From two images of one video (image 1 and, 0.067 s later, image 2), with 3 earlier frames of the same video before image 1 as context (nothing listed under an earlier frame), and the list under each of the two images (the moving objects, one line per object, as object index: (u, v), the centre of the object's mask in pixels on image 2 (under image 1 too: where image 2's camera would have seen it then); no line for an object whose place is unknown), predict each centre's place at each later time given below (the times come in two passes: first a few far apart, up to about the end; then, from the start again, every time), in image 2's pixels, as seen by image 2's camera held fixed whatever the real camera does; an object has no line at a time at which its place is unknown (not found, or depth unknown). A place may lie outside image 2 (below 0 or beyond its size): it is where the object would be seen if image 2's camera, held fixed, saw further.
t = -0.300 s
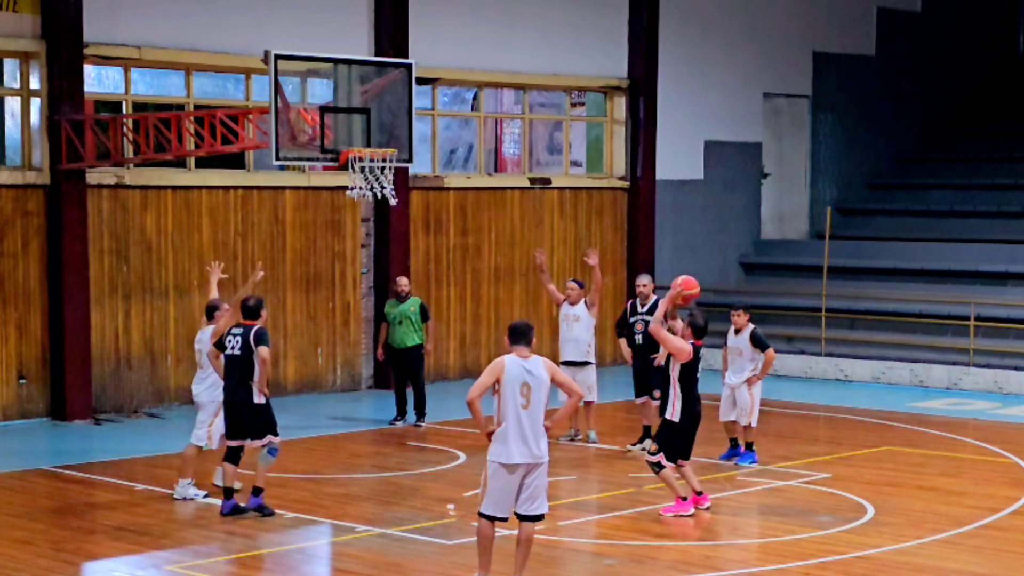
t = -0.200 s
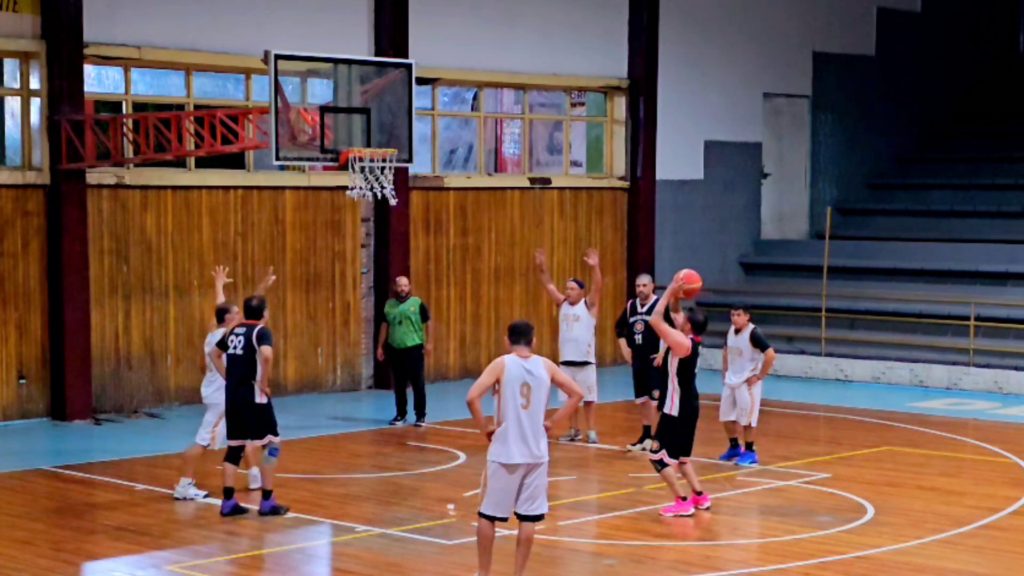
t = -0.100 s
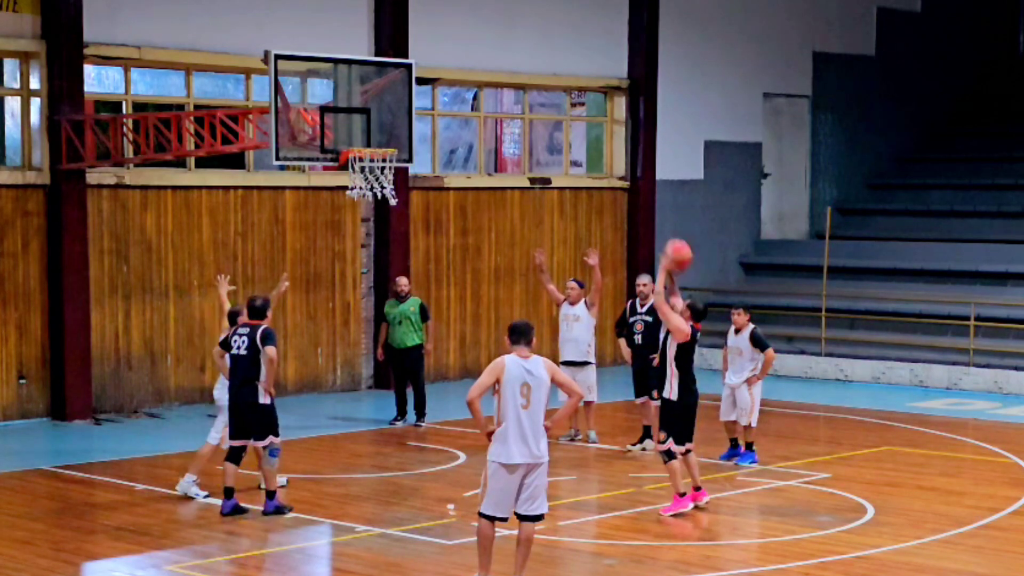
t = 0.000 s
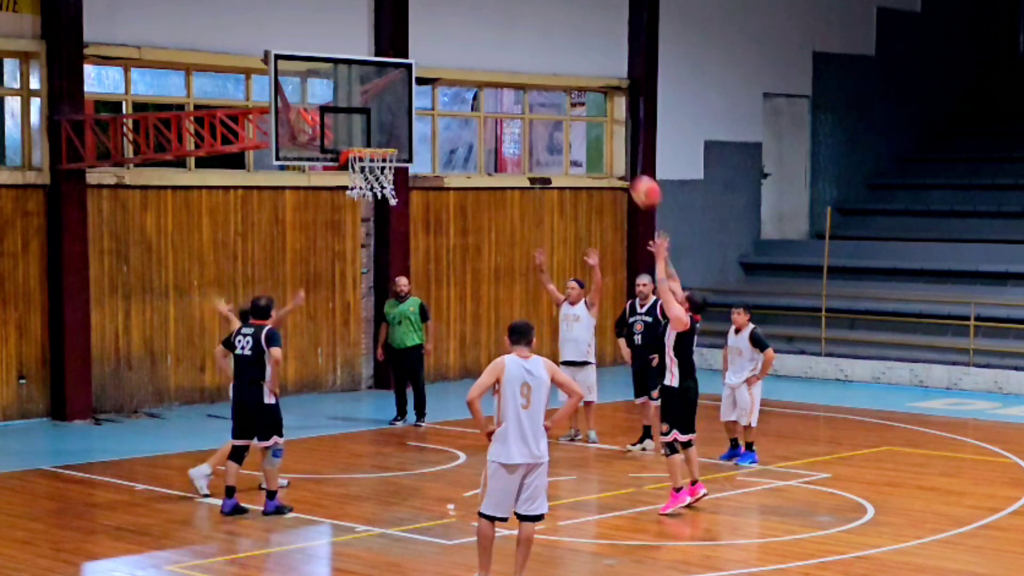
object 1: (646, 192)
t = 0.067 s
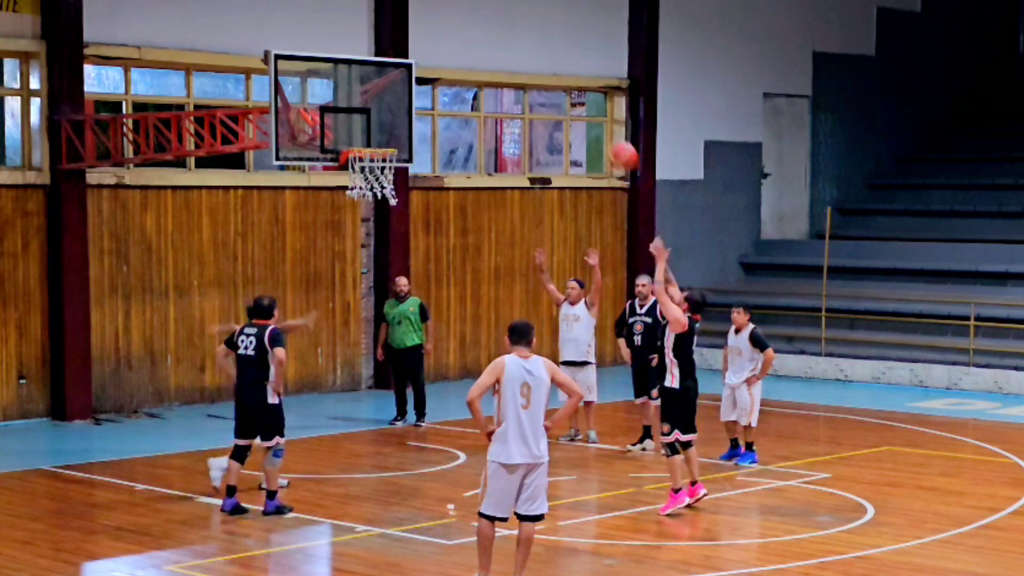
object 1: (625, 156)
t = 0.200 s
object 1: (577, 98)
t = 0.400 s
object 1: (512, 52)
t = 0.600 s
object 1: (452, 51)
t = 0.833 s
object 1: (388, 103)
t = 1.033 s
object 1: (359, 106)
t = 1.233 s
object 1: (368, 75)
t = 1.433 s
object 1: (377, 86)
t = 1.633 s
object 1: (387, 138)
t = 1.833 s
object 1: (373, 139)
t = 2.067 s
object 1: (366, 184)
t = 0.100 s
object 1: (611, 138)
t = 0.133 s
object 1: (599, 124)
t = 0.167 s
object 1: (588, 110)
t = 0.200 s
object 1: (577, 98)
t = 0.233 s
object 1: (566, 87)
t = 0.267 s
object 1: (555, 77)
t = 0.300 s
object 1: (544, 68)
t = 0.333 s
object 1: (533, 62)
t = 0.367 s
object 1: (523, 57)
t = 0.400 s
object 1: (512, 52)
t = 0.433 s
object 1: (502, 48)
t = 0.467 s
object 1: (492, 47)
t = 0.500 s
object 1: (481, 46)
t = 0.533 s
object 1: (472, 47)
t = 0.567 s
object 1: (462, 48)
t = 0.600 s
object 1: (452, 51)
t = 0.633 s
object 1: (443, 55)
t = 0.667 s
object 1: (433, 61)
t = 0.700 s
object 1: (424, 67)
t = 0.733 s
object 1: (414, 74)
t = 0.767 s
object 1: (405, 82)
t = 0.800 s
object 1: (396, 91)
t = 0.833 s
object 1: (388, 103)
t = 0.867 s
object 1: (379, 114)
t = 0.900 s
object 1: (370, 126)
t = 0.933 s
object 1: (361, 137)
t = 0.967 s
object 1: (359, 127)
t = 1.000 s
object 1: (357, 115)
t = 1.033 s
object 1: (359, 106)
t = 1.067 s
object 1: (361, 98)
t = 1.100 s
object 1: (362, 91)
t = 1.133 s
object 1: (363, 86)
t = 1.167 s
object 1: (365, 81)
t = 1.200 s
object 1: (366, 79)
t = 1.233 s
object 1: (368, 75)
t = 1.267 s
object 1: (369, 75)
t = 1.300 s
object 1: (371, 75)
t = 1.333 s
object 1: (373, 77)
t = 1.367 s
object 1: (374, 78)
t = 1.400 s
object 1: (376, 81)
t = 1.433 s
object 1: (377, 86)
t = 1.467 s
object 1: (378, 92)
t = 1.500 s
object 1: (380, 99)
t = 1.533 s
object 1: (382, 108)
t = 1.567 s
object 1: (384, 117)
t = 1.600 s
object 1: (386, 127)
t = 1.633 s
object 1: (387, 138)
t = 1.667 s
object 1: (385, 137)
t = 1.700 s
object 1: (382, 135)
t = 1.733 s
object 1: (380, 134)
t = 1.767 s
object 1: (378, 136)
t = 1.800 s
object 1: (376, 137)
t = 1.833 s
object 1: (373, 139)
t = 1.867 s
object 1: (371, 142)
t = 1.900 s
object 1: (368, 144)
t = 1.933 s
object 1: (365, 158)
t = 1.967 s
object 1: (365, 162)
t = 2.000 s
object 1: (364, 171)
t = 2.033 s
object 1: (365, 178)
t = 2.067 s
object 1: (366, 184)
